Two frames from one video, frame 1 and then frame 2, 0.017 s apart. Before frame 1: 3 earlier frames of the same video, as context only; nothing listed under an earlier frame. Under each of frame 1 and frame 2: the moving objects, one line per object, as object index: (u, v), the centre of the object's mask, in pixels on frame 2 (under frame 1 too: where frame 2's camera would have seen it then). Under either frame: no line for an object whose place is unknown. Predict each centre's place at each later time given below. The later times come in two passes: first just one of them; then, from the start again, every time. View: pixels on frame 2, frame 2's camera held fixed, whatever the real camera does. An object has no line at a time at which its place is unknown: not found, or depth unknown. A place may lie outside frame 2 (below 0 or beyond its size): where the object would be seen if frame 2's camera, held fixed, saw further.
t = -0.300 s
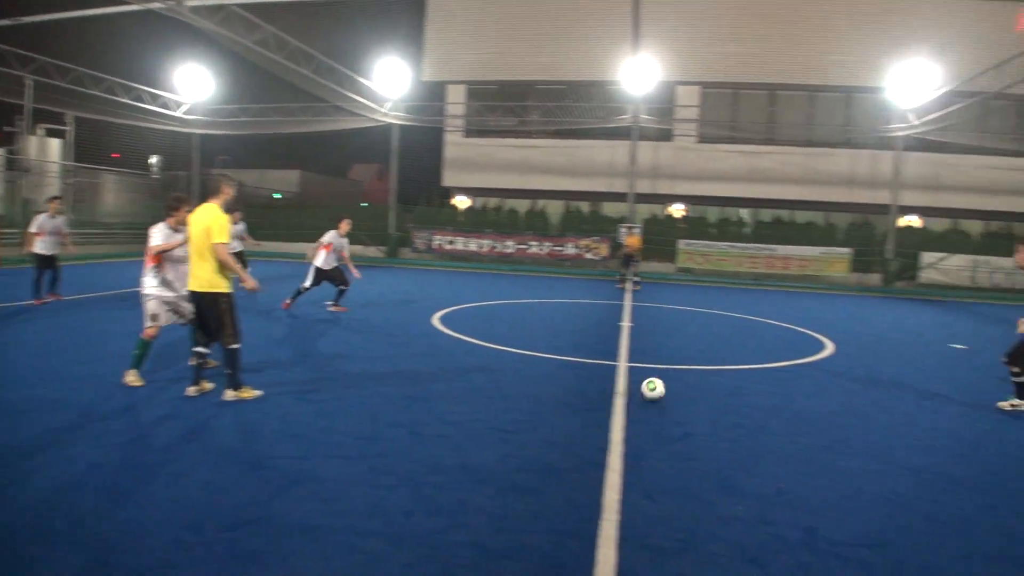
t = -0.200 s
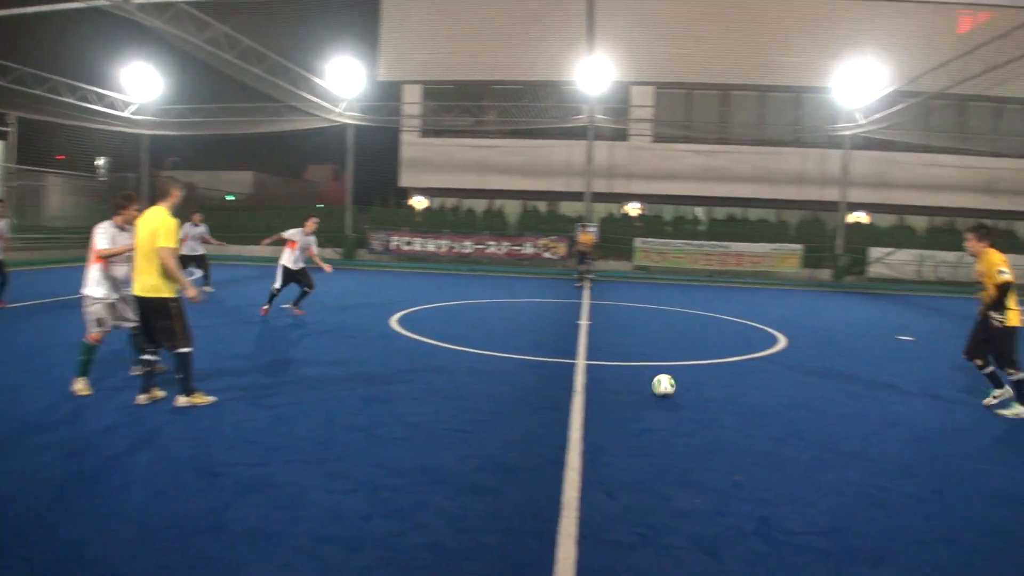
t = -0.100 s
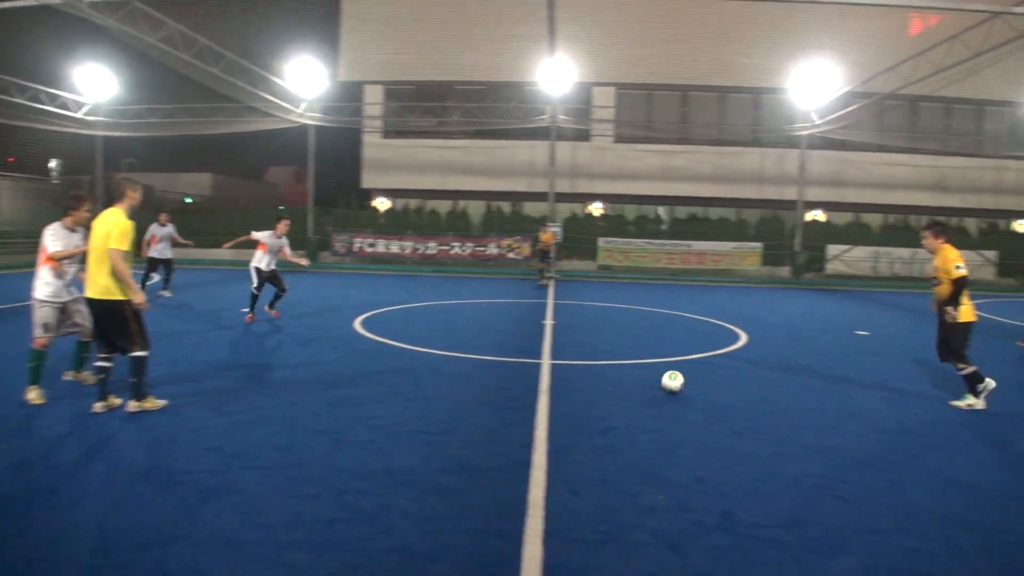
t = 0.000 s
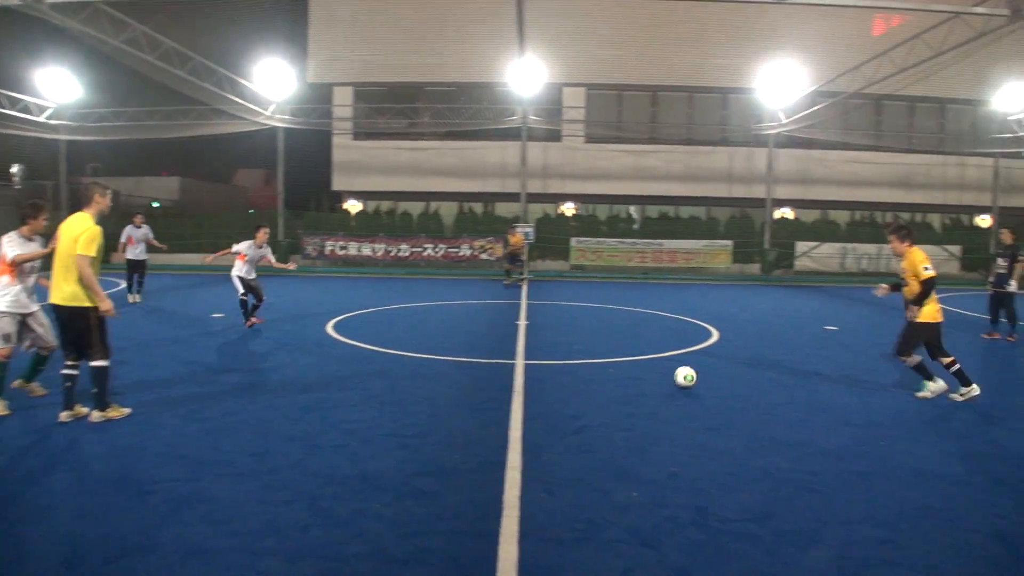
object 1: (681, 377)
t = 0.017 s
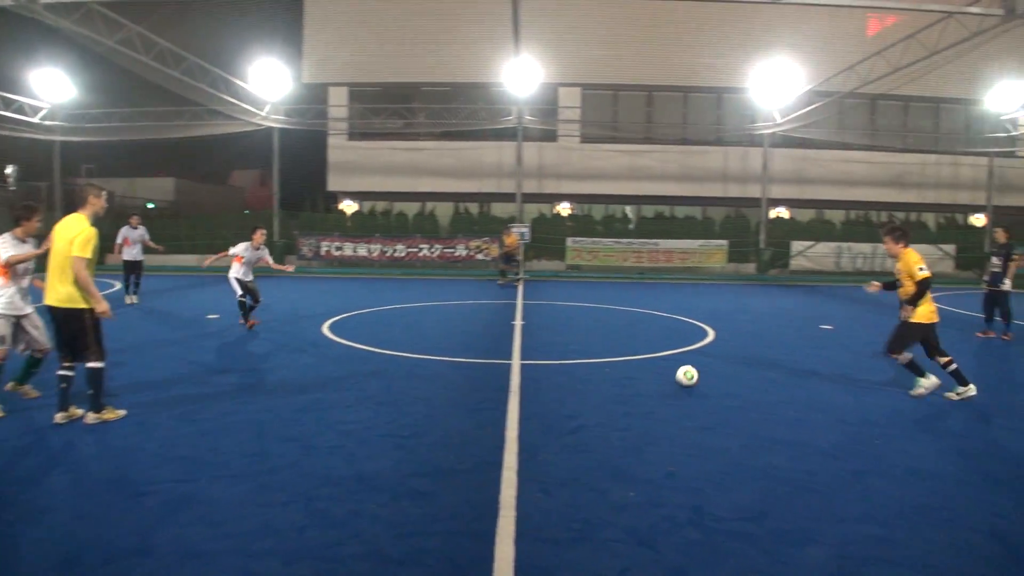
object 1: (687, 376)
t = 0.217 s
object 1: (754, 371)
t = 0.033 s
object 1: (692, 376)
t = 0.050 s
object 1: (698, 376)
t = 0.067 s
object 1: (704, 375)
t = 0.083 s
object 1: (710, 375)
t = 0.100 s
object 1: (715, 374)
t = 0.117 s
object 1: (721, 374)
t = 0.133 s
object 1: (727, 374)
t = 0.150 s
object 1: (732, 373)
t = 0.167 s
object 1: (737, 373)
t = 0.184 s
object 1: (743, 372)
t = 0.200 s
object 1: (748, 372)
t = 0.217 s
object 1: (754, 371)
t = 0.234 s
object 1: (759, 371)
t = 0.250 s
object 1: (764, 371)
